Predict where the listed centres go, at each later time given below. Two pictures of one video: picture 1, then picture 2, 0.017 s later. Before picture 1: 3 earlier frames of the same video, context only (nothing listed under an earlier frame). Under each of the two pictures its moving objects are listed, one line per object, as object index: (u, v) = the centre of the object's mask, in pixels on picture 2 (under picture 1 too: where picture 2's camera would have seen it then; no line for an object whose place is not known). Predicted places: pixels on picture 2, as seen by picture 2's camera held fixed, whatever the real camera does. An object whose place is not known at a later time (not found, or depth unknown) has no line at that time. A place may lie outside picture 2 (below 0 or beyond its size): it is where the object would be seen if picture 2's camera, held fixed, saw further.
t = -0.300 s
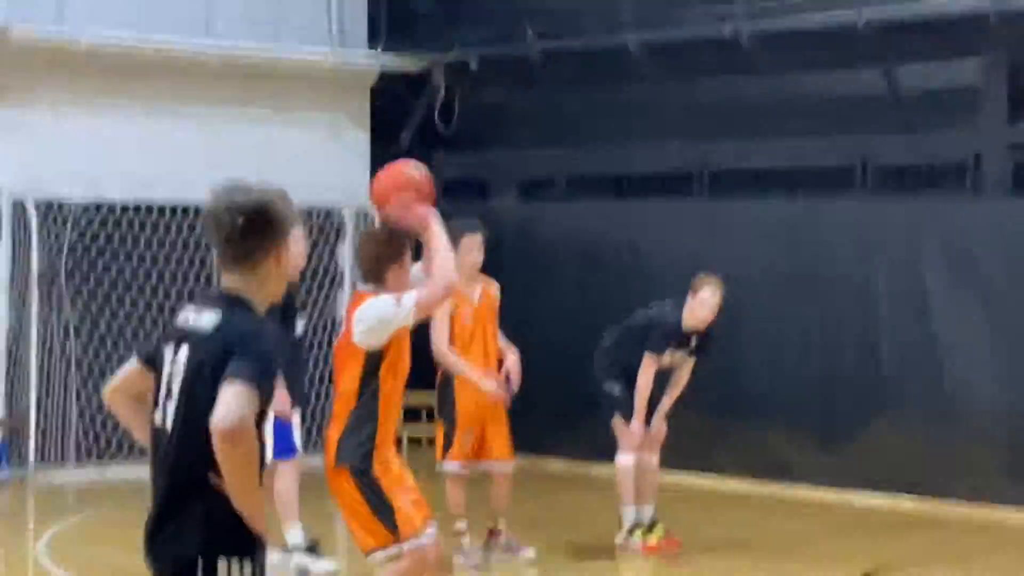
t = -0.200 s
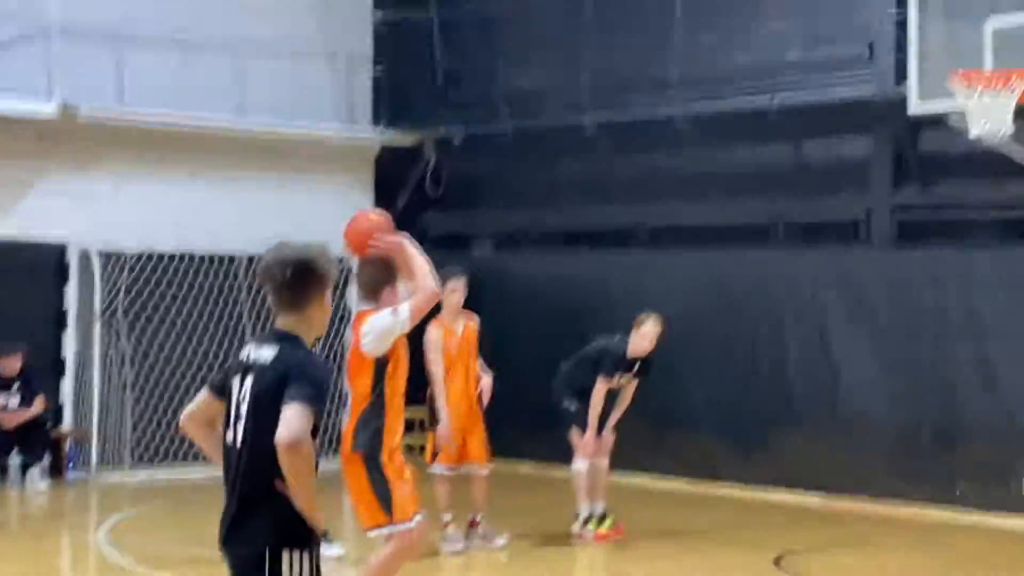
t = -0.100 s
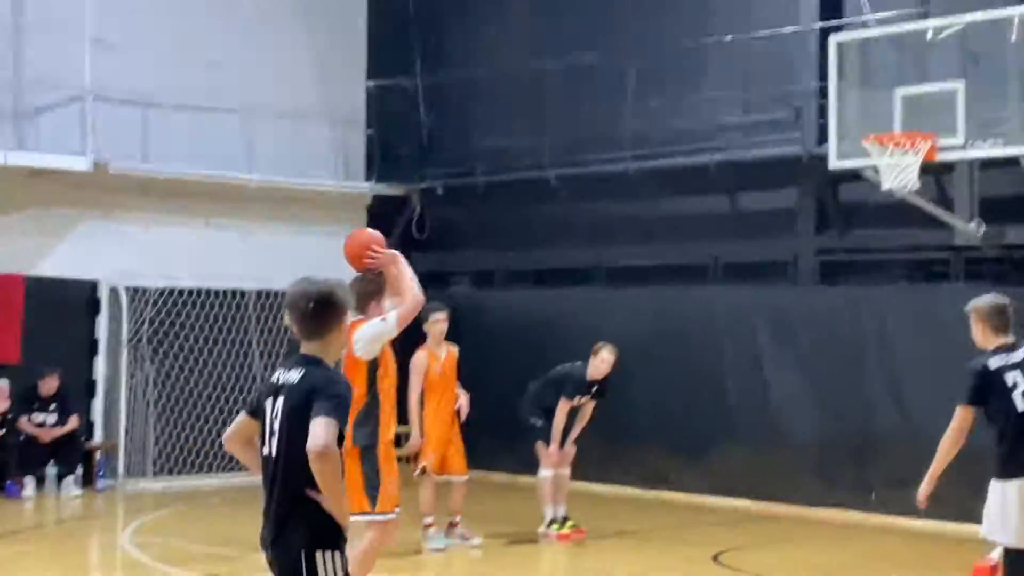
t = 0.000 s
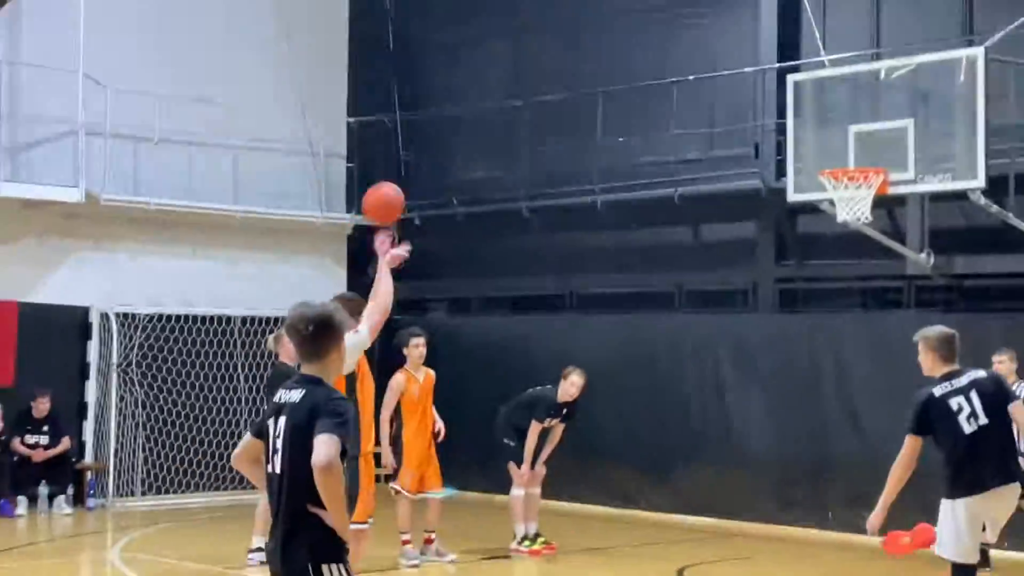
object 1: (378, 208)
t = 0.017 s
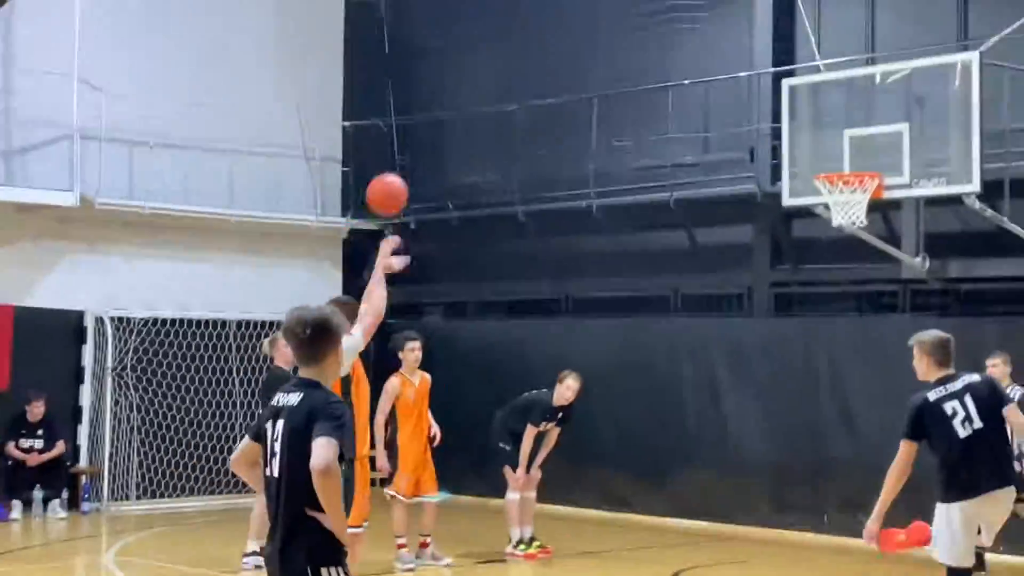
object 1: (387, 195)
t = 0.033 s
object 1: (397, 179)
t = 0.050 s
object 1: (408, 166)
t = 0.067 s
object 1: (416, 153)
